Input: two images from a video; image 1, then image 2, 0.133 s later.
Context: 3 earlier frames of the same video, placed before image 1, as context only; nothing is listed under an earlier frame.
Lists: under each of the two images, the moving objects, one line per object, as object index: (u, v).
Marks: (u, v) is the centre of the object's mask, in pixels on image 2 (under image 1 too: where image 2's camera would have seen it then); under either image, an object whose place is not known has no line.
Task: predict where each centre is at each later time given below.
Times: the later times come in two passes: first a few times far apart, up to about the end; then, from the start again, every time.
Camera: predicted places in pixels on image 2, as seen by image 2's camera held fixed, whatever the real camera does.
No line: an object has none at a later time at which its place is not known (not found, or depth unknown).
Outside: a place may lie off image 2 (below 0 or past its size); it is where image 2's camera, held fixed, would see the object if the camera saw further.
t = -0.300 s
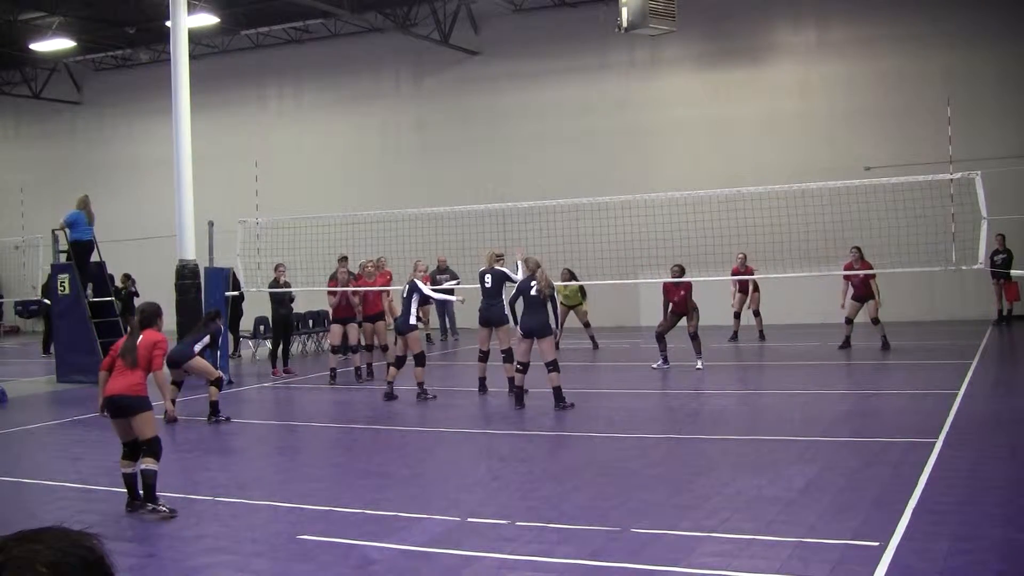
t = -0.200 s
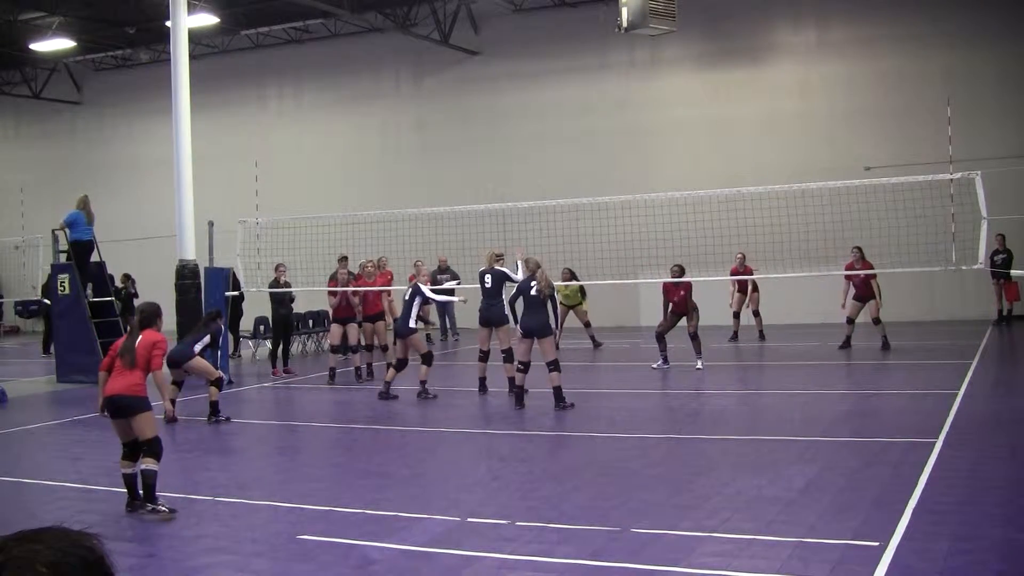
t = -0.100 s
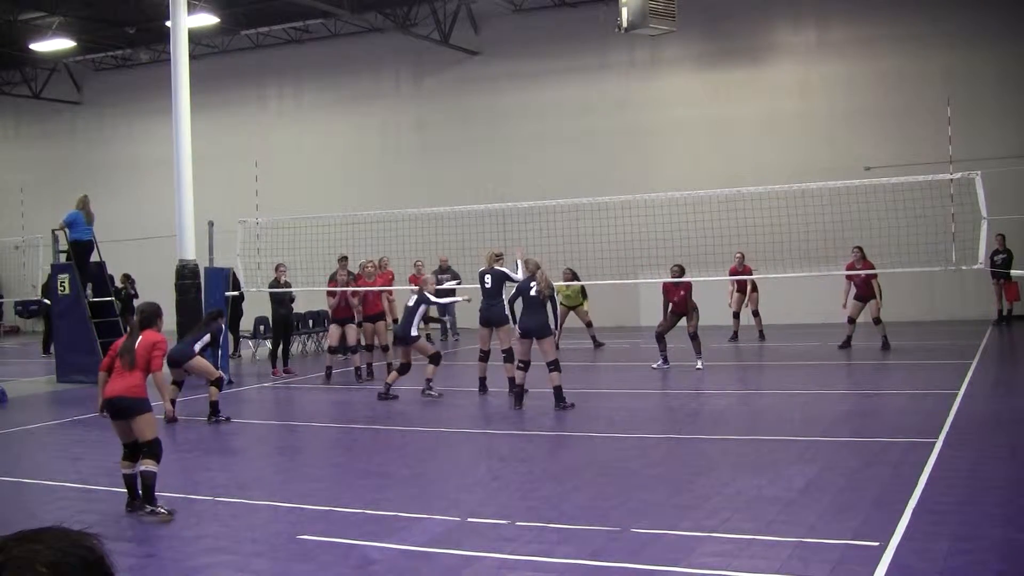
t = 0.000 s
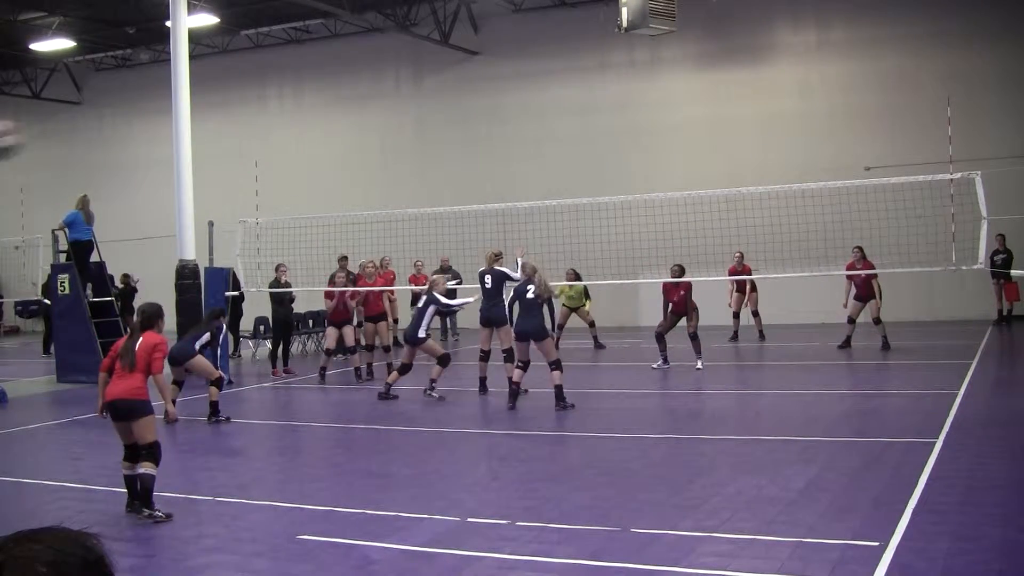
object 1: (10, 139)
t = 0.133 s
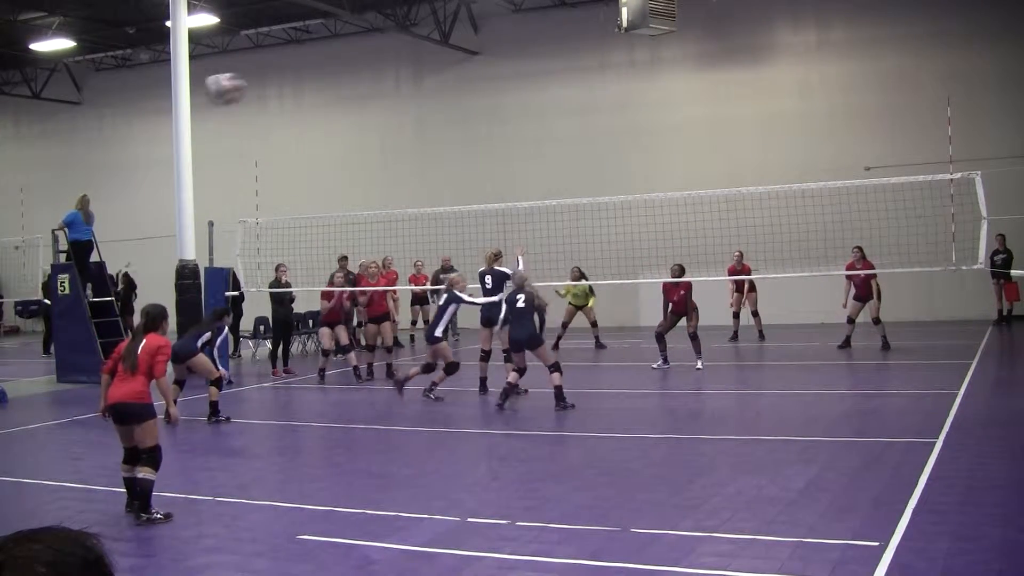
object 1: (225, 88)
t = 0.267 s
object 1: (374, 75)
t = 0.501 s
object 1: (530, 98)
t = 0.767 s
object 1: (629, 158)
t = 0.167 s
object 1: (269, 81)
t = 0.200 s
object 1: (307, 78)
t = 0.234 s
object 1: (342, 76)
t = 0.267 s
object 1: (374, 75)
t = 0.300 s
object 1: (403, 76)
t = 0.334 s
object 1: (429, 77)
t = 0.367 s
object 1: (453, 81)
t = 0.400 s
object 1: (475, 83)
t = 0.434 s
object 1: (493, 88)
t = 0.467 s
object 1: (513, 93)
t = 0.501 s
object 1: (530, 98)
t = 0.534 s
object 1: (545, 104)
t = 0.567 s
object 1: (559, 111)
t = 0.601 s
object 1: (573, 117)
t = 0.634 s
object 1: (585, 124)
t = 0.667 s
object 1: (597, 132)
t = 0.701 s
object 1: (608, 140)
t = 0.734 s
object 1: (619, 149)
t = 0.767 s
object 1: (629, 158)
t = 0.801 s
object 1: (638, 167)
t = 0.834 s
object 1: (647, 177)
